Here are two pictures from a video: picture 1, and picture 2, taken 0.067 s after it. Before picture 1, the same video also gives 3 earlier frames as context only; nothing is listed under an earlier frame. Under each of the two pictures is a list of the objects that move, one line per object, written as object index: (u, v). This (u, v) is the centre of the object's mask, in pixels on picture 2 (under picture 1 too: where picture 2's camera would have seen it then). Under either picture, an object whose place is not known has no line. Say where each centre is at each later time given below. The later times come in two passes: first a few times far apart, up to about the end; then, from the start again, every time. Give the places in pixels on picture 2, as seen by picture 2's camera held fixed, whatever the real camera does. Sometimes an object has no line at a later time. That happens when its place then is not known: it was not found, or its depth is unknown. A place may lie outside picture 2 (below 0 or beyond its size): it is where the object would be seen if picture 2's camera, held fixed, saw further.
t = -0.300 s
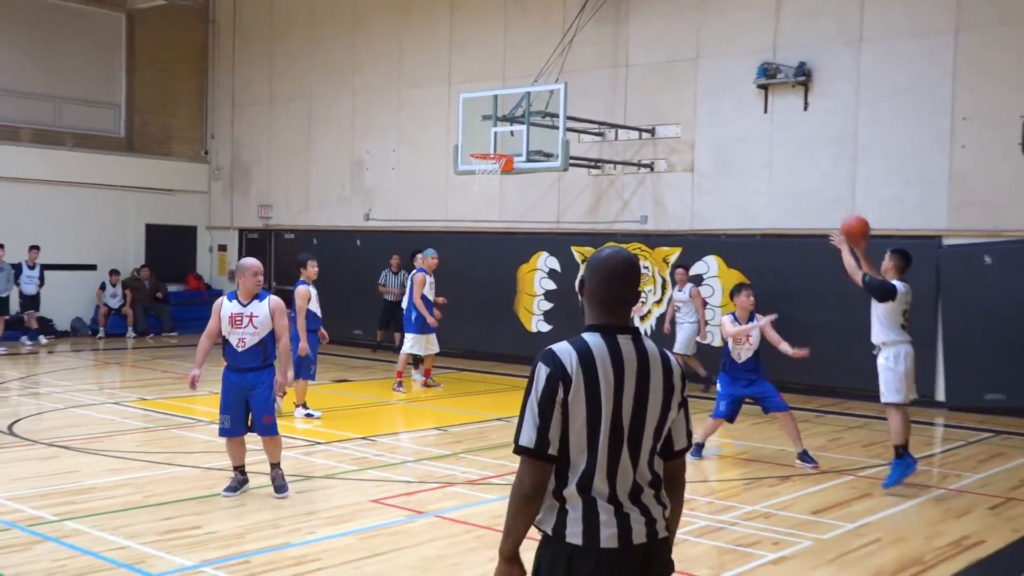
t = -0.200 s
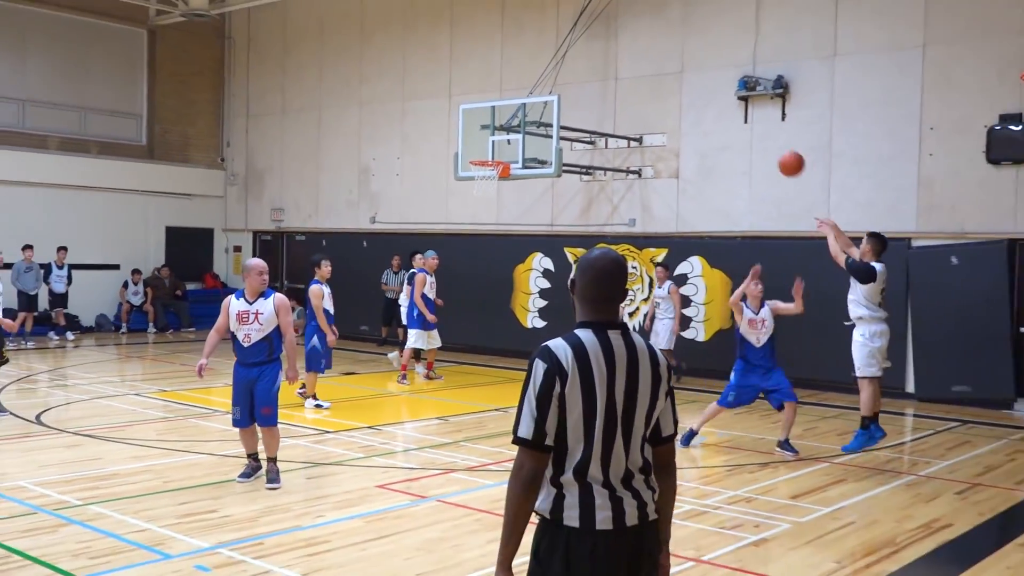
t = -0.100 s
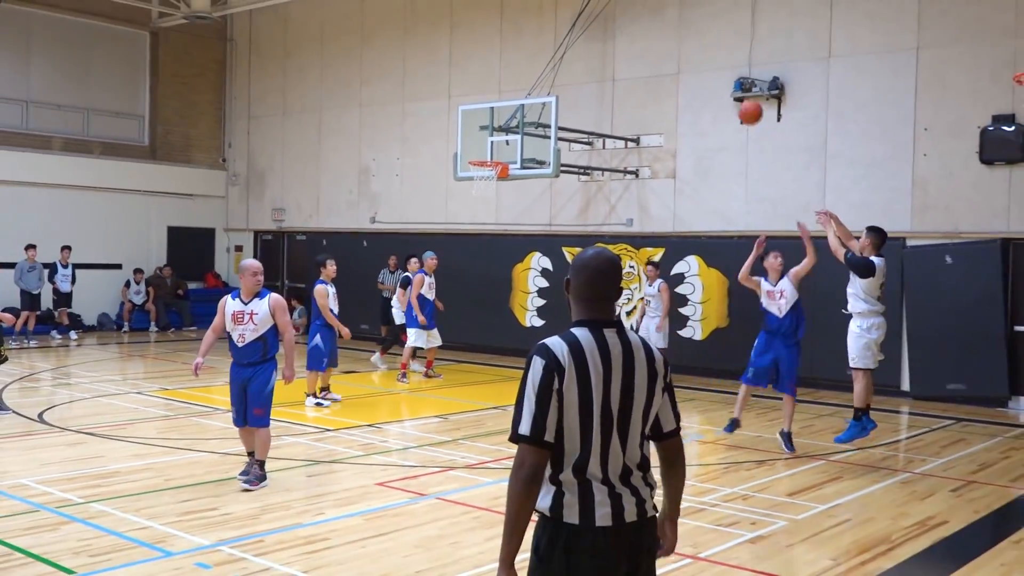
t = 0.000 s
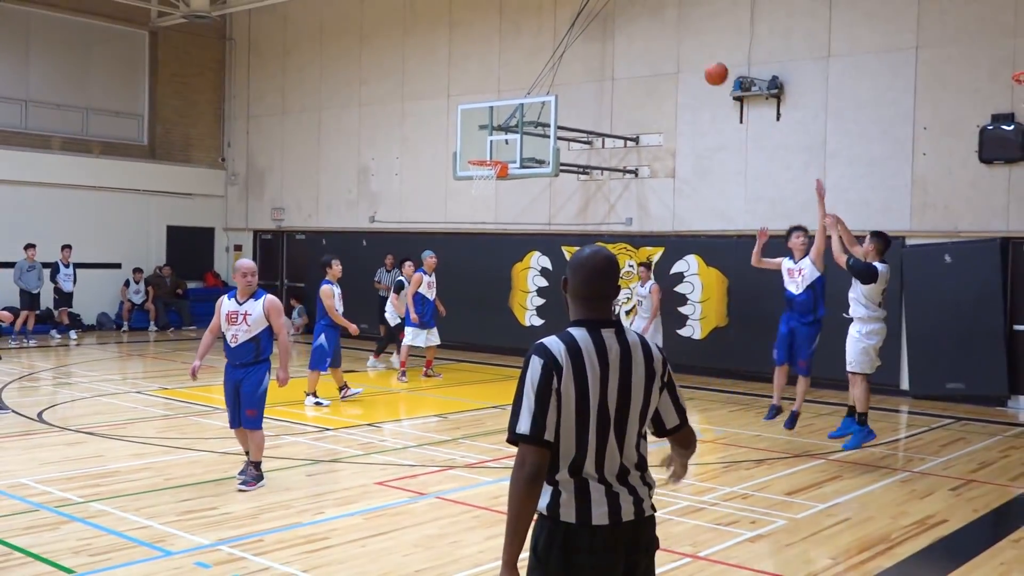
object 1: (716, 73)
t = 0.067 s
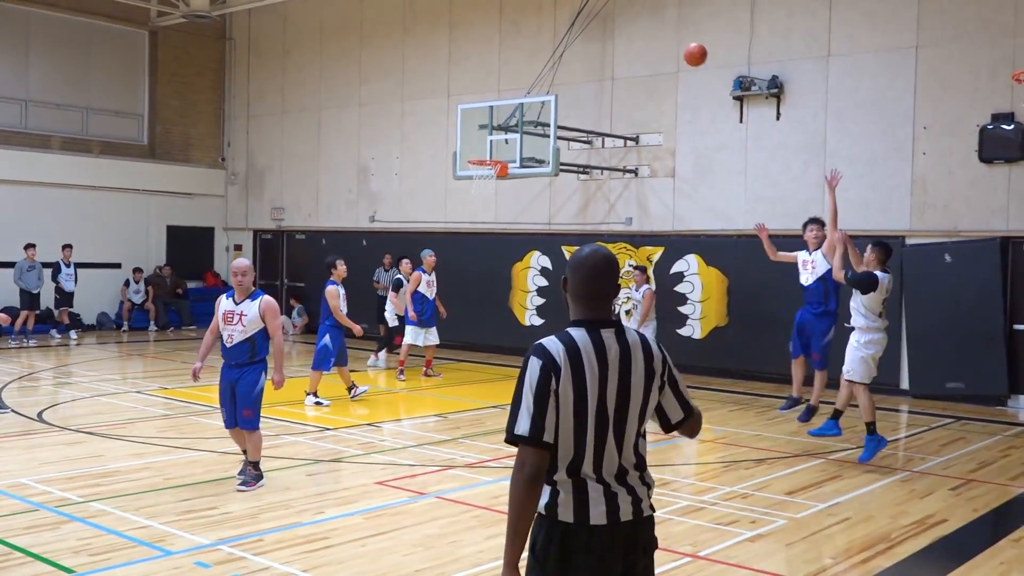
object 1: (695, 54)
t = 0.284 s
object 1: (635, 27)
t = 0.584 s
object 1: (566, 54)
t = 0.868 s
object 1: (510, 133)
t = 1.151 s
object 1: (480, 108)
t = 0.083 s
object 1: (691, 51)
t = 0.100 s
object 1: (686, 47)
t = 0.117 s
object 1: (681, 44)
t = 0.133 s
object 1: (676, 41)
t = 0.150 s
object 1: (671, 38)
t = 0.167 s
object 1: (667, 36)
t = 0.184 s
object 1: (662, 34)
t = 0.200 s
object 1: (657, 32)
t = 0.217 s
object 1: (653, 31)
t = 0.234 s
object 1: (648, 29)
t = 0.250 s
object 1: (644, 28)
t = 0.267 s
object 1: (639, 27)
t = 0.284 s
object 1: (635, 27)
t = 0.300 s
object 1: (631, 26)
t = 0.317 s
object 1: (626, 26)
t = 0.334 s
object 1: (622, 27)
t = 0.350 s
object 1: (618, 27)
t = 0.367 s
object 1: (614, 28)
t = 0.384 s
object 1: (610, 28)
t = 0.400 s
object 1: (606, 30)
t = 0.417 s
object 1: (602, 31)
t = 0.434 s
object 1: (598, 32)
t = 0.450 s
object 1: (595, 34)
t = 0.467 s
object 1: (591, 36)
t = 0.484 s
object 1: (587, 38)
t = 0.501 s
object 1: (583, 40)
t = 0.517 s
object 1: (580, 43)
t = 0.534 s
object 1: (576, 45)
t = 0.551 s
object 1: (573, 48)
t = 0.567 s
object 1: (569, 51)
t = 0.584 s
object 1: (566, 54)
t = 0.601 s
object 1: (562, 58)
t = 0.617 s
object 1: (558, 61)
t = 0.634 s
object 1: (555, 65)
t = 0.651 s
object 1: (552, 69)
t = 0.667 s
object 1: (548, 73)
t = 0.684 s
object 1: (545, 77)
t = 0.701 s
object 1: (542, 81)
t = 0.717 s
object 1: (539, 86)
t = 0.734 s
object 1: (535, 90)
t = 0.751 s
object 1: (532, 95)
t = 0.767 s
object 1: (529, 100)
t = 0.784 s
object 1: (526, 105)
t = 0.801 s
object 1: (522, 111)
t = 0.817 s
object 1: (519, 115)
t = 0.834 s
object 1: (516, 121)
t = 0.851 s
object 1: (513, 126)
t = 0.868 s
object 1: (510, 133)
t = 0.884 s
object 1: (507, 139)
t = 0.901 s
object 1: (504, 145)
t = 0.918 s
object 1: (500, 150)
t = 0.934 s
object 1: (499, 154)
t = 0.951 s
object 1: (498, 149)
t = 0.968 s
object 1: (497, 145)
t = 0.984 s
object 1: (495, 141)
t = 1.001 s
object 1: (494, 136)
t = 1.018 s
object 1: (492, 131)
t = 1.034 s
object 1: (491, 128)
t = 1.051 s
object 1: (489, 124)
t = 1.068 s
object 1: (489, 121)
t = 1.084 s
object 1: (486, 117)
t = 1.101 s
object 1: (485, 114)
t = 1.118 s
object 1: (483, 112)
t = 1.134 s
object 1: (482, 109)
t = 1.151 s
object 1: (480, 108)
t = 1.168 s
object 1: (479, 106)
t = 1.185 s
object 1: (477, 104)
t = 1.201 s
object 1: (476, 103)
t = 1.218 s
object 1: (474, 102)
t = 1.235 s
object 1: (473, 100)
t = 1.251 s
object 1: (471, 99)
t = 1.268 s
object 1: (470, 98)
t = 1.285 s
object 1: (468, 97)
